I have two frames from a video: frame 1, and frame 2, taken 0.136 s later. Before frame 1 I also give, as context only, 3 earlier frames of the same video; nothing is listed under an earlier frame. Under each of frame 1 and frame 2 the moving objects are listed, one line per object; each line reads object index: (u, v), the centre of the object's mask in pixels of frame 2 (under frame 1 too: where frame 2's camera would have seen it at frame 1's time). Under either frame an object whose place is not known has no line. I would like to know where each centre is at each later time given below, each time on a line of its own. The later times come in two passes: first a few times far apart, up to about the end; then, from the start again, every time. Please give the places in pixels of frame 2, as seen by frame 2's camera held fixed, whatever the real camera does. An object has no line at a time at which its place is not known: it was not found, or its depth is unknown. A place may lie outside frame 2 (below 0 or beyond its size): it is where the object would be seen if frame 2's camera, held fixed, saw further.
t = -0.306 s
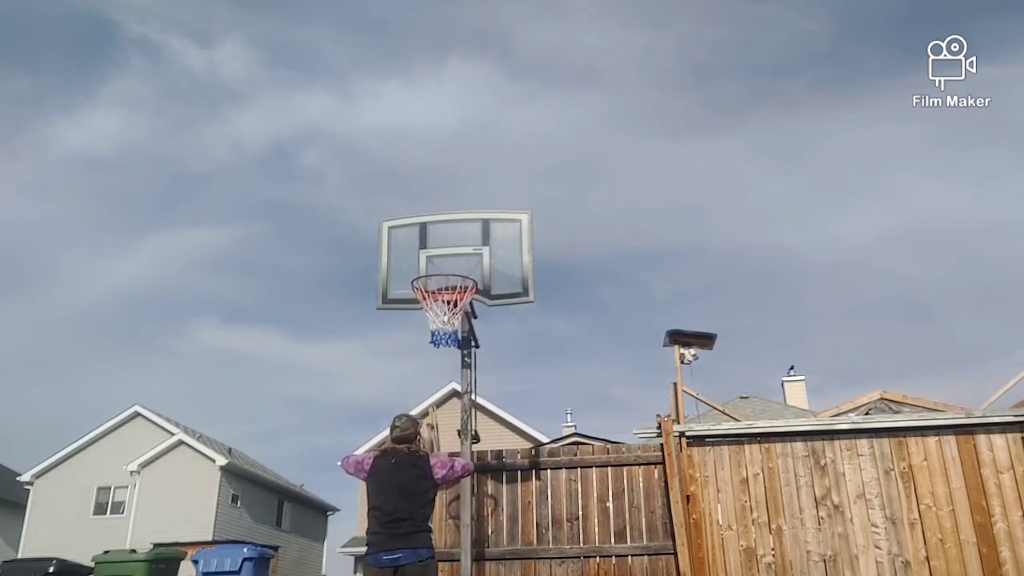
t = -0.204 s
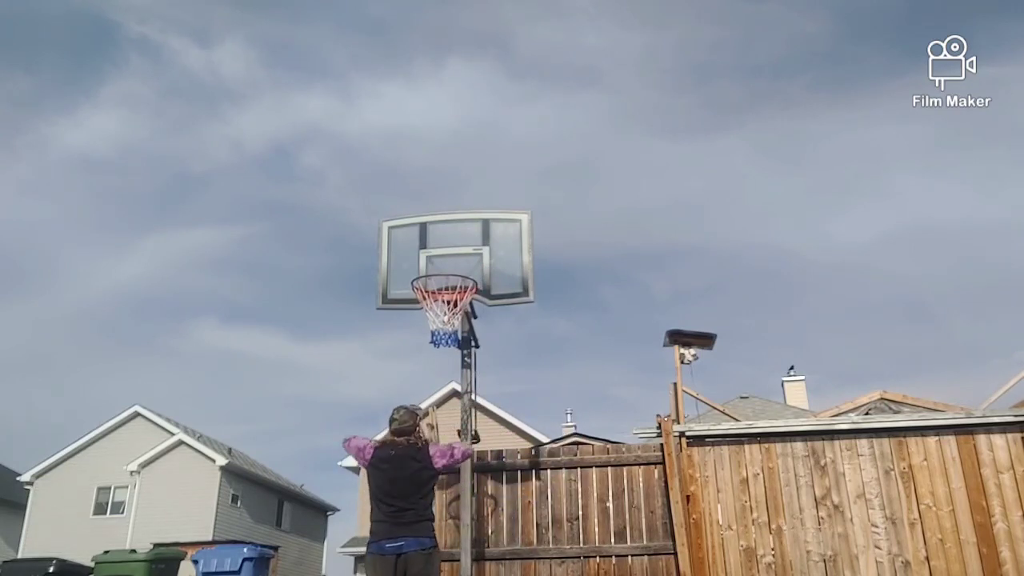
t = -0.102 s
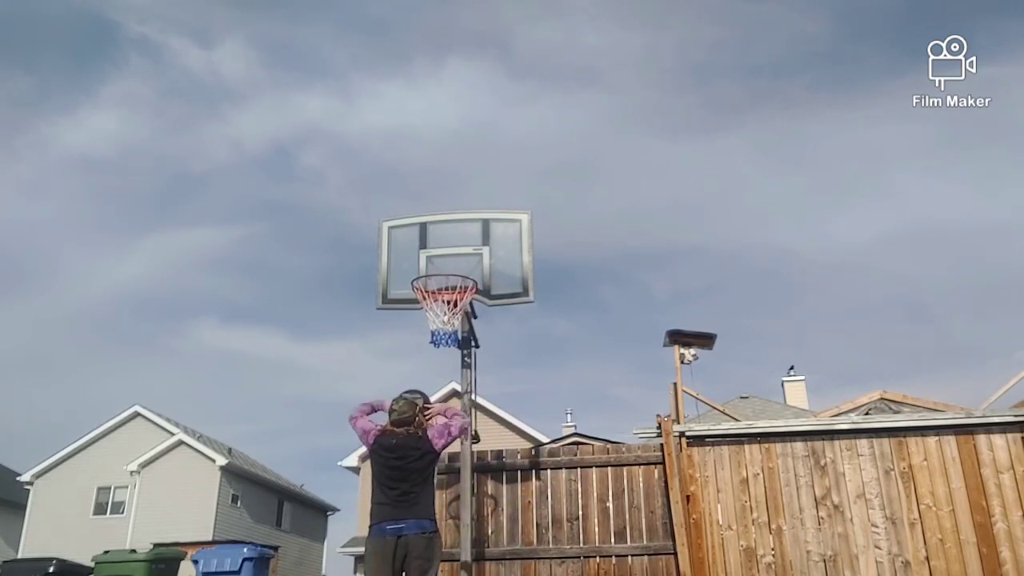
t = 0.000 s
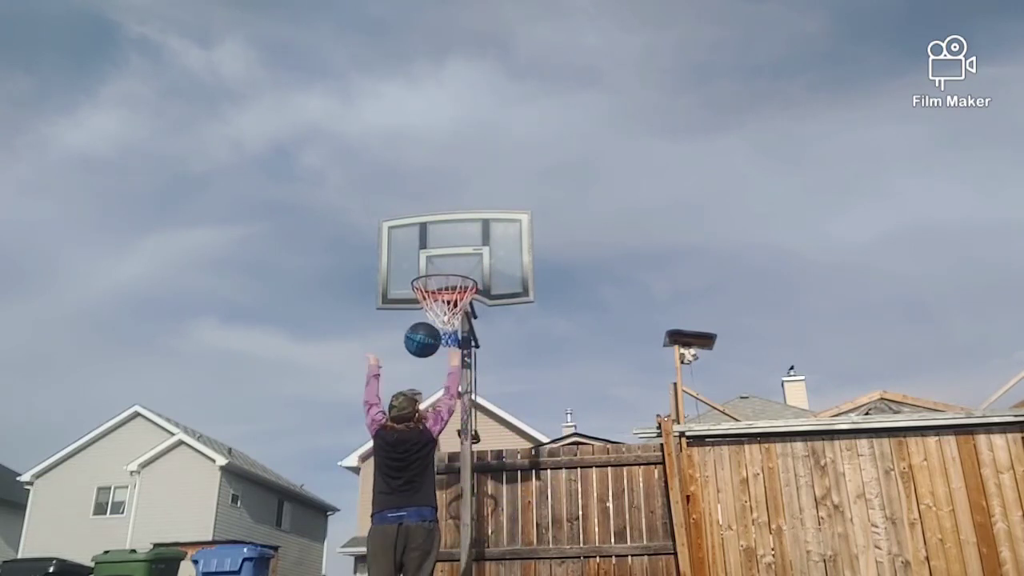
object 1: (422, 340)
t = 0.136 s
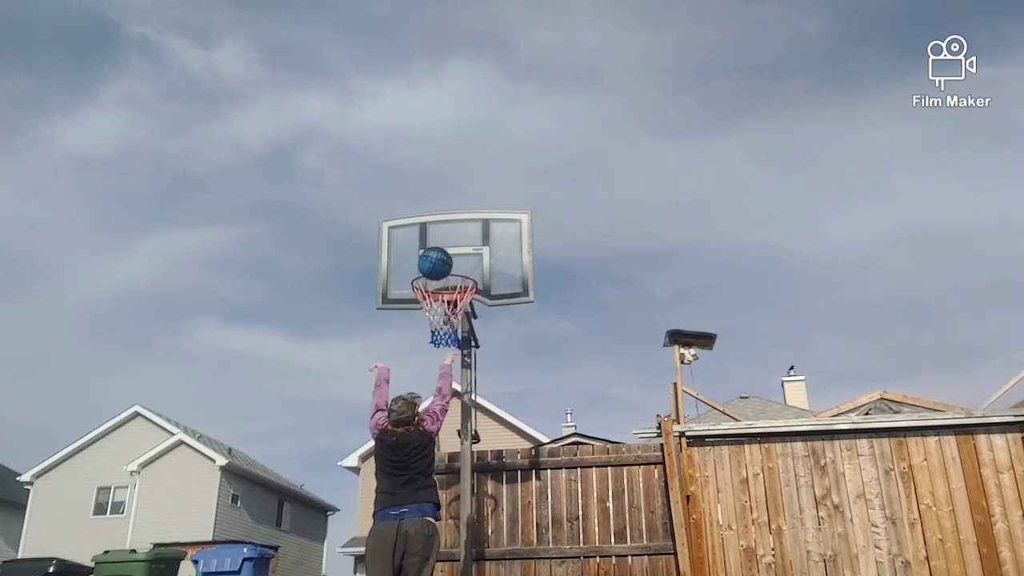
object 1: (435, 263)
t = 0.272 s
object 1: (446, 215)
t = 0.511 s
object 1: (464, 186)
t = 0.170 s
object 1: (438, 248)
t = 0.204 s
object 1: (440, 236)
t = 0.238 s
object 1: (443, 225)
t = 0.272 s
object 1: (446, 215)
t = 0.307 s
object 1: (449, 206)
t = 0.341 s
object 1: (452, 200)
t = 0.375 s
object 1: (454, 194)
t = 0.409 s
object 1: (457, 190)
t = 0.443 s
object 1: (459, 187)
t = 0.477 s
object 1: (462, 186)
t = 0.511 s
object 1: (464, 186)
